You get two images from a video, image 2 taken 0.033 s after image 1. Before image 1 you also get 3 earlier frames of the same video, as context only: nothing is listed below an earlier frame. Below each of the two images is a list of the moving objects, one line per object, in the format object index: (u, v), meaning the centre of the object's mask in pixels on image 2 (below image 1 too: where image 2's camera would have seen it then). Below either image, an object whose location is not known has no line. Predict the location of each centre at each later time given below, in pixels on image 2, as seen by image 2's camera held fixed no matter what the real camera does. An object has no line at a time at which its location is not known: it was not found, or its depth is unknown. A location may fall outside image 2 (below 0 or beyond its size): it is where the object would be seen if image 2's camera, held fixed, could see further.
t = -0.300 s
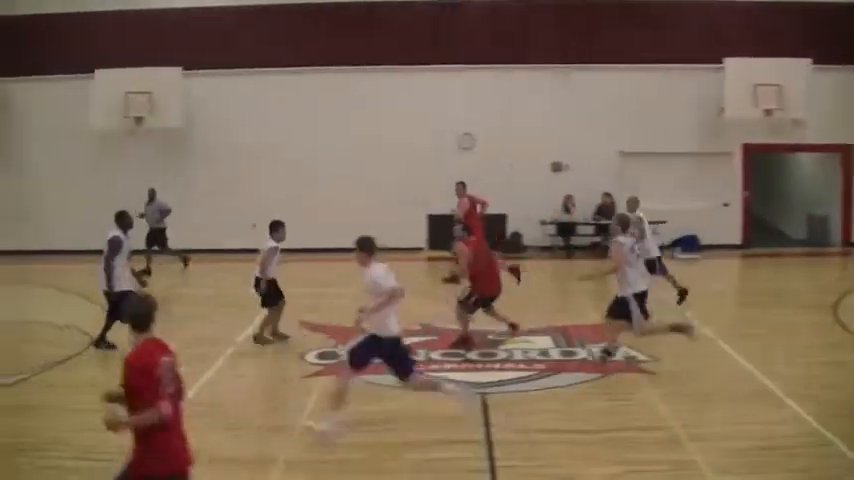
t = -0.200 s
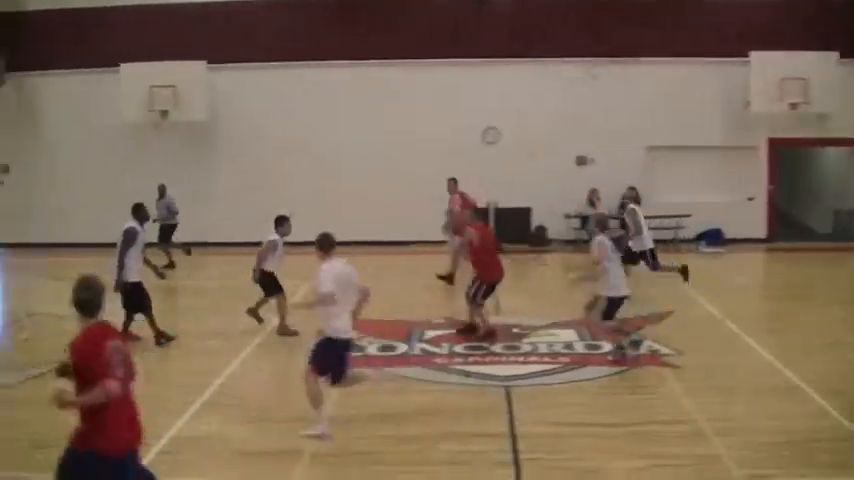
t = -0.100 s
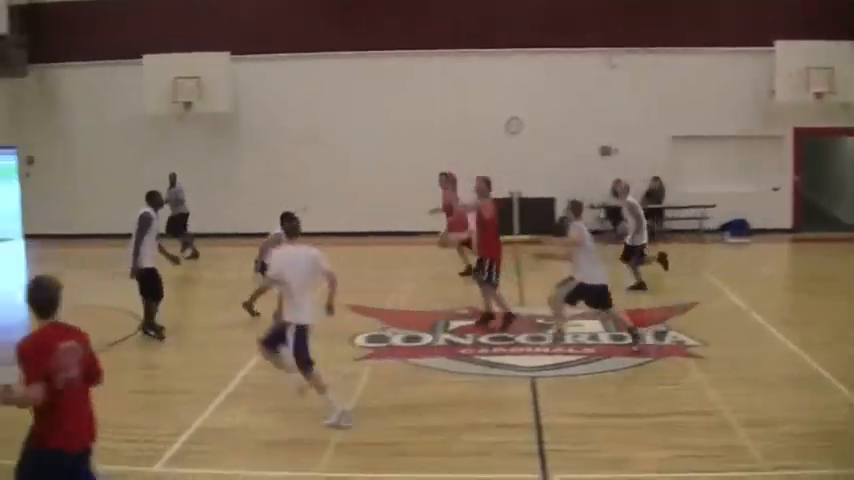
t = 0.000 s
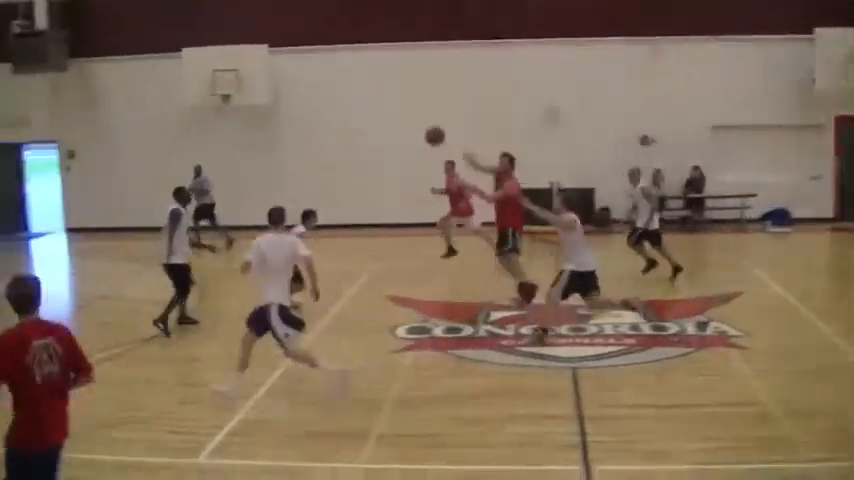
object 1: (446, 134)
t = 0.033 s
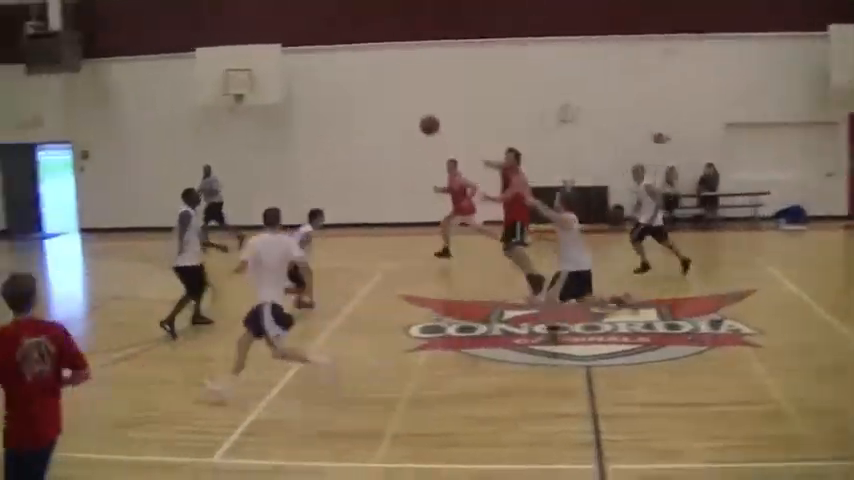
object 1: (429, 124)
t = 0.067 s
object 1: (412, 116)
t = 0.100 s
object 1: (395, 108)
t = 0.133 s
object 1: (377, 100)
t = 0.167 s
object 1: (359, 95)
